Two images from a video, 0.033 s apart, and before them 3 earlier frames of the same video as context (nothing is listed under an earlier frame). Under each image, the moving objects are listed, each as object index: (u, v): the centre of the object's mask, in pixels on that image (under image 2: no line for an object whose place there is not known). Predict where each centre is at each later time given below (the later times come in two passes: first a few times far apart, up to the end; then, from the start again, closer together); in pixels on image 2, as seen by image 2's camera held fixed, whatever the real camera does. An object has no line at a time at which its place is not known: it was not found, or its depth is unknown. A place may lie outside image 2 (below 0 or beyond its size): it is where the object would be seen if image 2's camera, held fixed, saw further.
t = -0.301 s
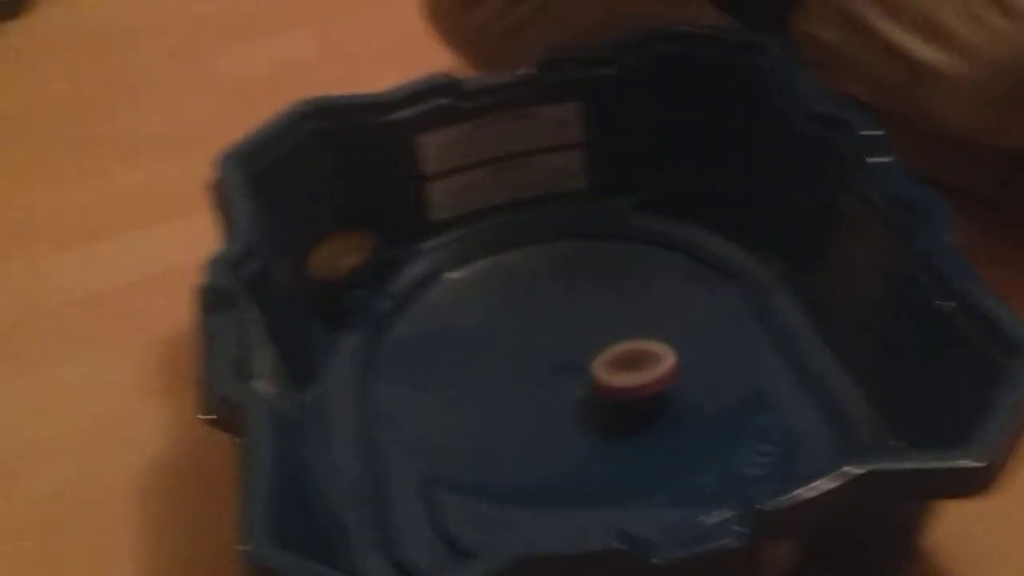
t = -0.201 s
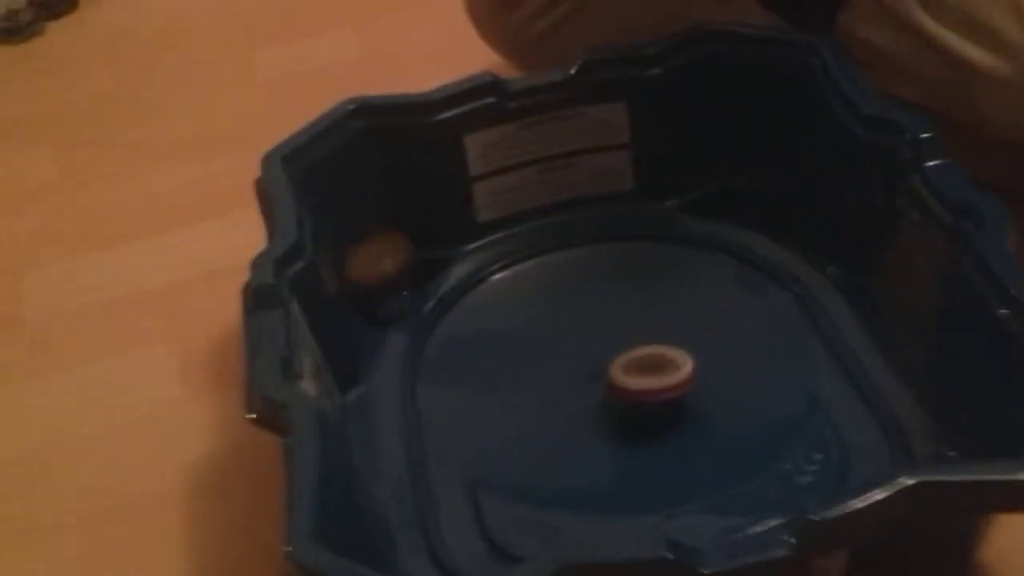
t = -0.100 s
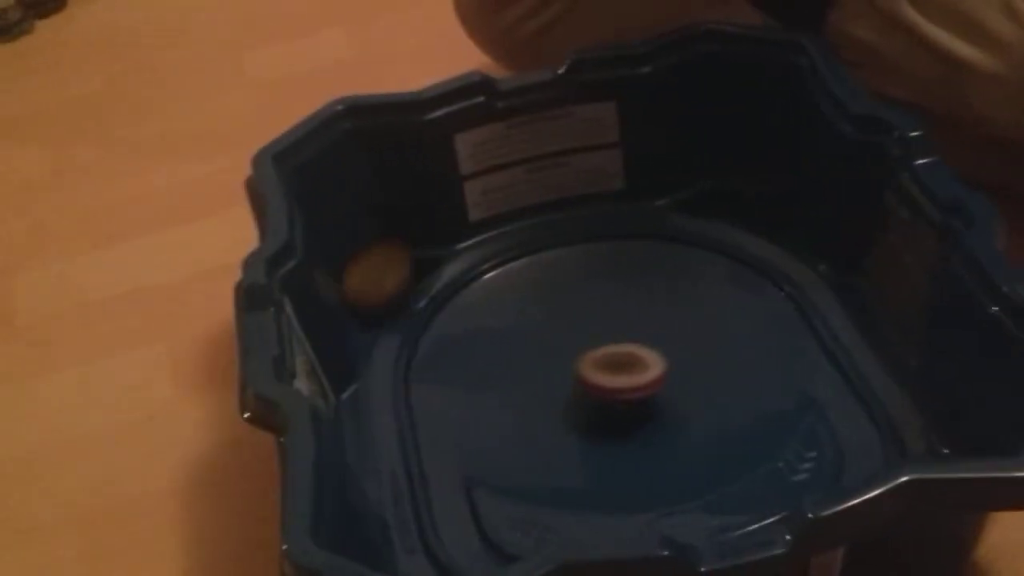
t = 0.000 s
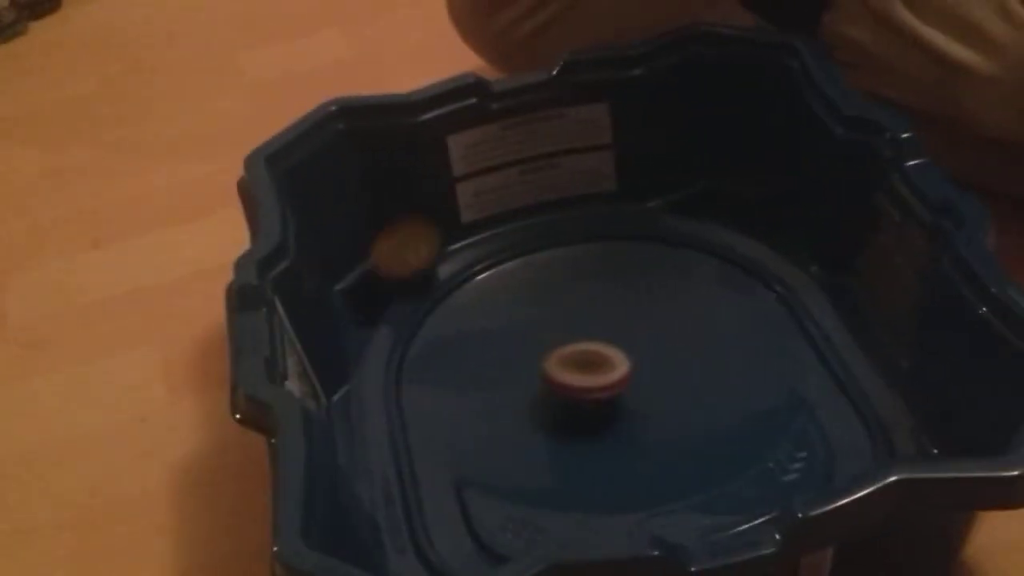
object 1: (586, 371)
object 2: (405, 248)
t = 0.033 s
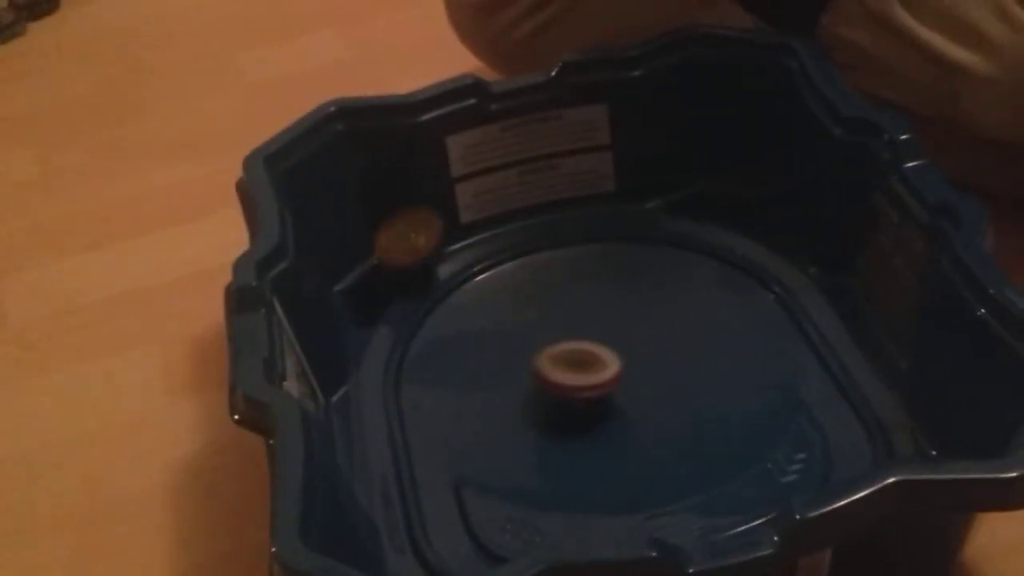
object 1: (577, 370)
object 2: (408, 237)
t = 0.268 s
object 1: (536, 356)
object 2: (475, 311)
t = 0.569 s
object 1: (595, 422)
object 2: (546, 328)
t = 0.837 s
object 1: (641, 415)
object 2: (555, 345)
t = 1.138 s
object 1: (672, 389)
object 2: (554, 363)
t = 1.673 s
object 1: (664, 340)
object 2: (567, 370)
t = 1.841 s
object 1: (653, 332)
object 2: (570, 370)
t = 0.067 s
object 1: (570, 368)
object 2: (411, 240)
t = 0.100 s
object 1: (563, 365)
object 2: (416, 247)
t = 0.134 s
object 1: (555, 363)
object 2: (423, 255)
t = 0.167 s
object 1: (548, 361)
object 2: (432, 263)
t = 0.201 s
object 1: (542, 358)
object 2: (441, 277)
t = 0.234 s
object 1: (536, 355)
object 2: (458, 294)
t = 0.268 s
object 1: (536, 356)
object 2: (475, 311)
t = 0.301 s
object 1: (545, 372)
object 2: (487, 314)
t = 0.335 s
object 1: (555, 389)
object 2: (498, 318)
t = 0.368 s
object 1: (563, 393)
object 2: (510, 324)
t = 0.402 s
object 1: (569, 400)
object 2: (520, 334)
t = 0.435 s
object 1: (572, 401)
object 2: (528, 341)
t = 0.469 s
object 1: (575, 402)
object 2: (535, 344)
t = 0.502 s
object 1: (582, 412)
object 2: (537, 339)
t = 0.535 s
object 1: (588, 420)
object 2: (542, 330)
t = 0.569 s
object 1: (595, 422)
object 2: (546, 328)
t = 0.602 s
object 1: (601, 423)
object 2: (549, 327)
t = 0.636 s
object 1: (606, 423)
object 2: (551, 328)
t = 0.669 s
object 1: (613, 422)
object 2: (552, 329)
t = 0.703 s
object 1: (619, 421)
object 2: (550, 332)
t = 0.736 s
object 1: (625, 420)
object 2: (552, 335)
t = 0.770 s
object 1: (631, 418)
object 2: (553, 339)
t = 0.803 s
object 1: (636, 416)
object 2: (554, 342)
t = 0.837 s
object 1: (641, 415)
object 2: (555, 345)
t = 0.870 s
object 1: (647, 412)
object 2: (557, 350)
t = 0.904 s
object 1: (651, 411)
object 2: (558, 353)
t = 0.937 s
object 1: (655, 407)
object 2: (558, 354)
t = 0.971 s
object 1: (660, 404)
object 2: (558, 358)
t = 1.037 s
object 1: (667, 399)
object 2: (559, 359)
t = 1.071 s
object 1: (668, 397)
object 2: (556, 361)
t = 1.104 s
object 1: (669, 394)
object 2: (556, 362)
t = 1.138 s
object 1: (672, 389)
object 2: (554, 363)
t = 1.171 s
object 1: (674, 385)
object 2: (556, 366)
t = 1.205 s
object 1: (675, 382)
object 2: (557, 369)
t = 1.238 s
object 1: (676, 379)
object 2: (556, 370)
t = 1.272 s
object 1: (676, 377)
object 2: (556, 372)
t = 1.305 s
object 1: (677, 372)
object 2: (558, 374)
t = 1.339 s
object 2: (557, 375)
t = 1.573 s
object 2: (561, 375)
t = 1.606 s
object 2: (563, 374)
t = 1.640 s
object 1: (667, 341)
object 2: (565, 370)
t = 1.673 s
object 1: (664, 340)
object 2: (567, 370)
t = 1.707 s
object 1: (661, 338)
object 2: (568, 370)
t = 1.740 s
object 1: (660, 338)
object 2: (570, 371)
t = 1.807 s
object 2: (570, 369)
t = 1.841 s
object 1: (653, 332)
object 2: (570, 370)
